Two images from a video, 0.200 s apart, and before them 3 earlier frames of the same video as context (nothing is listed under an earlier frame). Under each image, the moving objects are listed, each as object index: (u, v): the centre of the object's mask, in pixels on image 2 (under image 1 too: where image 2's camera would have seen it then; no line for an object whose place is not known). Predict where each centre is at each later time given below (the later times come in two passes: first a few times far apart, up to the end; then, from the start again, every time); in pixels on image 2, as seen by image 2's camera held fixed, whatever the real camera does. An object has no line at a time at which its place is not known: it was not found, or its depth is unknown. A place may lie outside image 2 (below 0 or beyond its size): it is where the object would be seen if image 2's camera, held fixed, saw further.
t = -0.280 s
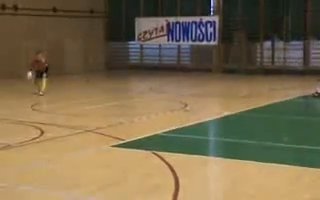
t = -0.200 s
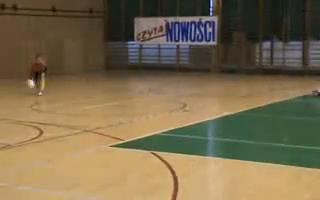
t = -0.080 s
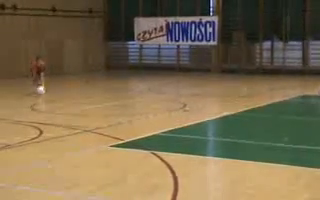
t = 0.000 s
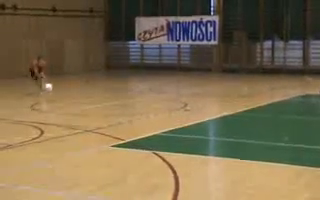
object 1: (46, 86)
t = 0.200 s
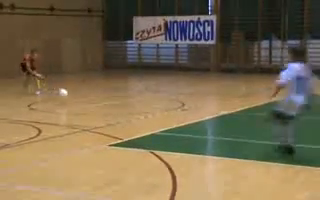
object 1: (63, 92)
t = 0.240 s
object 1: (68, 97)
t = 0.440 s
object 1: (85, 98)
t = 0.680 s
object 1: (107, 106)
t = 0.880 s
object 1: (130, 111)
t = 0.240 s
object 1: (68, 97)
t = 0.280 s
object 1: (71, 100)
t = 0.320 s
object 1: (74, 99)
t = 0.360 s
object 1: (77, 97)
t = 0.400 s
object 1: (81, 97)
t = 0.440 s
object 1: (85, 98)
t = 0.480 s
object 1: (88, 99)
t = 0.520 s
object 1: (91, 102)
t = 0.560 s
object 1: (95, 106)
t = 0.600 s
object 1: (99, 106)
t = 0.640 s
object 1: (104, 105)
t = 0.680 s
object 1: (107, 106)
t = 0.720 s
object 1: (112, 108)
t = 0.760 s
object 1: (117, 110)
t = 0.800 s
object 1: (121, 112)
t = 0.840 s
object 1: (125, 111)
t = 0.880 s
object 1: (130, 111)
